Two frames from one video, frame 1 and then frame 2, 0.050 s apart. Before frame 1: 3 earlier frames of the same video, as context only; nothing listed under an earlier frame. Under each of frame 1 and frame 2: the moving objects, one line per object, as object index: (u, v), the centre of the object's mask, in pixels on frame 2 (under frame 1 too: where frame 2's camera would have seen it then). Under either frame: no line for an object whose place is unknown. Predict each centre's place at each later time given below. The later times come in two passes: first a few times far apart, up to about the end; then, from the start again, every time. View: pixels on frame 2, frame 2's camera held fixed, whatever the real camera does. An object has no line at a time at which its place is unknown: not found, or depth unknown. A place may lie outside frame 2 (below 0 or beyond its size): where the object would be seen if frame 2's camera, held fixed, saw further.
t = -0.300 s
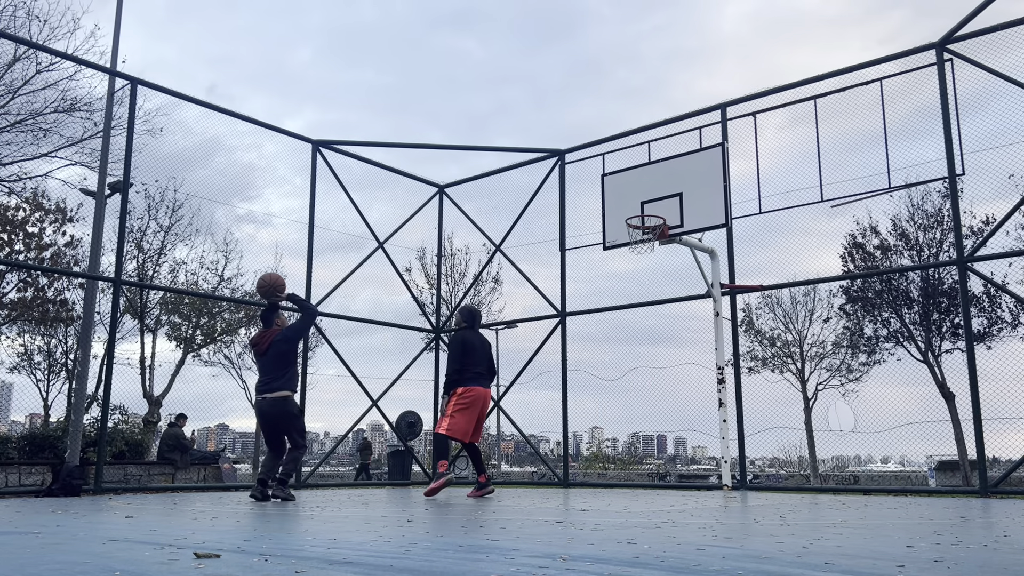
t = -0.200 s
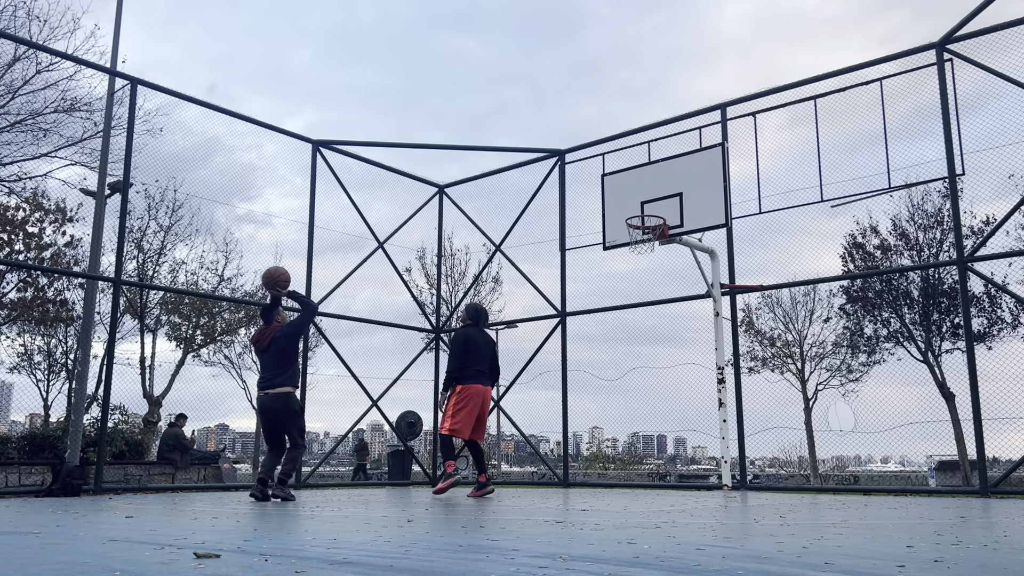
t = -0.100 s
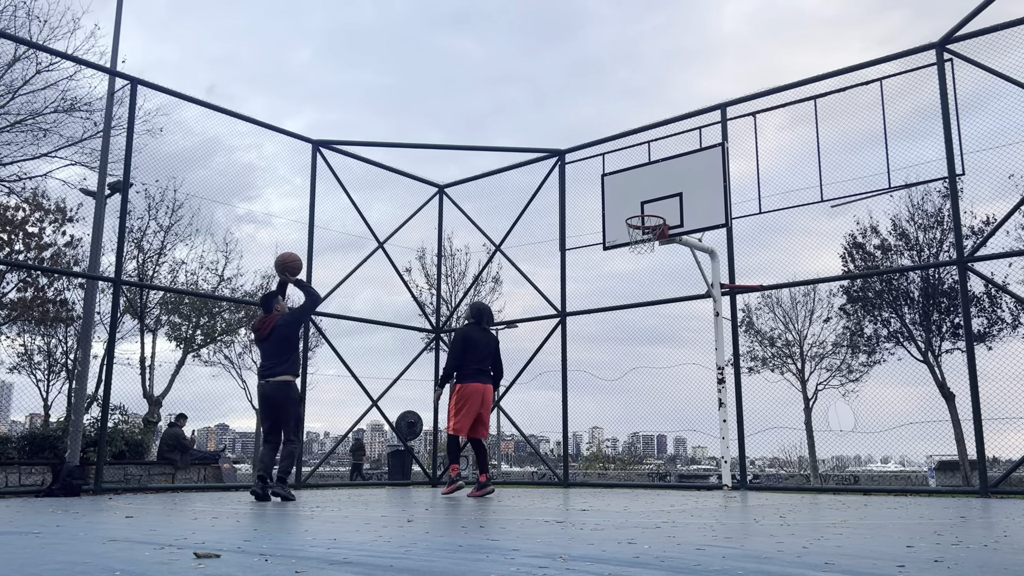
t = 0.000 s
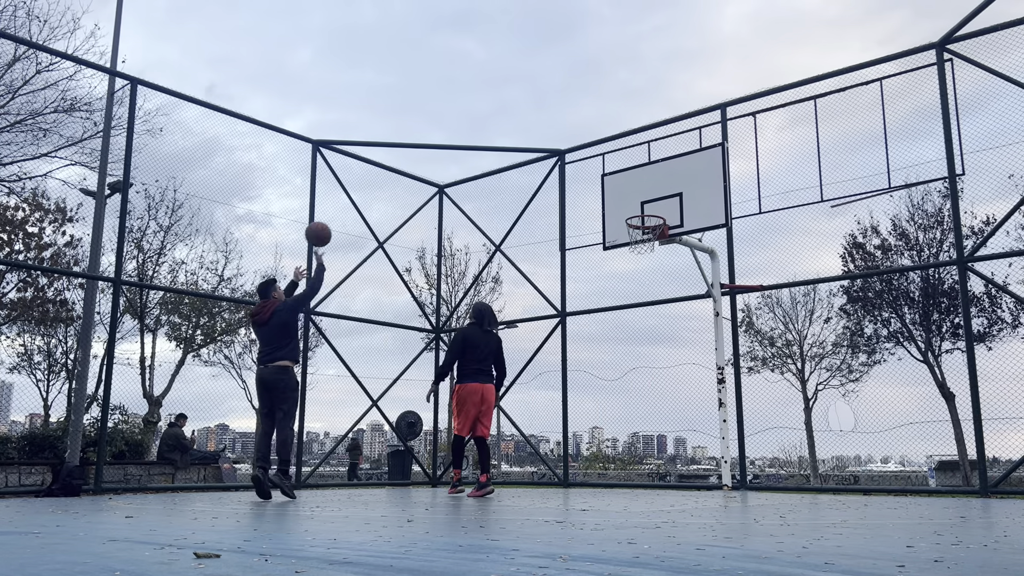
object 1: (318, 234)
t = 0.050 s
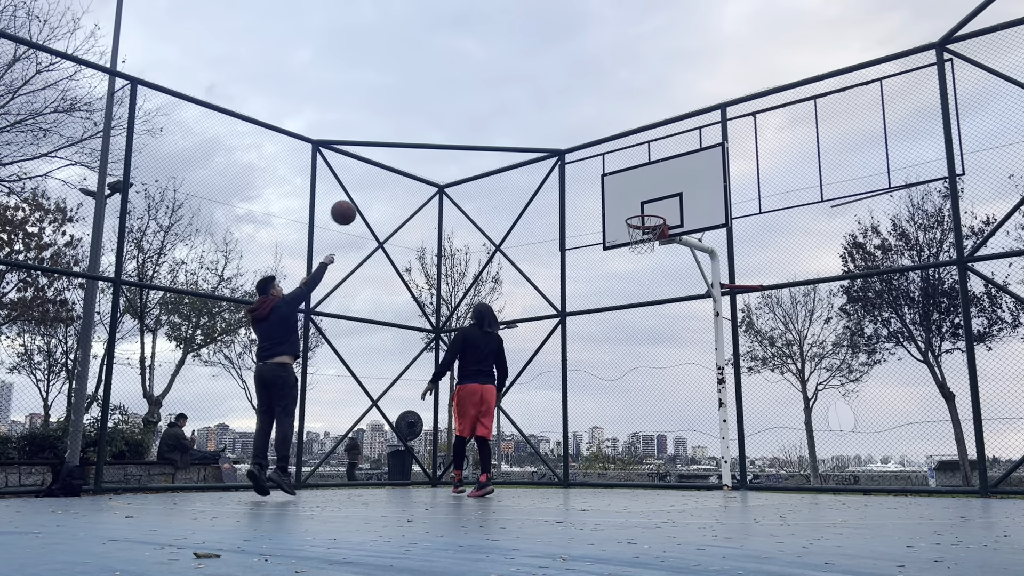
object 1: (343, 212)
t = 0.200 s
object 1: (411, 167)
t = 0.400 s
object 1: (487, 143)
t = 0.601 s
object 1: (552, 153)
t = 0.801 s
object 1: (611, 192)
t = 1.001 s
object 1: (642, 205)
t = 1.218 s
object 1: (648, 208)
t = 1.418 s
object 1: (637, 232)
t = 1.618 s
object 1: (635, 265)
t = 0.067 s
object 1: (351, 206)
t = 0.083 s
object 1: (360, 200)
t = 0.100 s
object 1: (367, 194)
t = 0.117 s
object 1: (375, 189)
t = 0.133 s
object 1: (383, 184)
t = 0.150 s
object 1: (390, 179)
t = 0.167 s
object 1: (397, 175)
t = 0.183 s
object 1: (404, 171)
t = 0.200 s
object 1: (411, 167)
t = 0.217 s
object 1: (418, 164)
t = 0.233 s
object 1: (425, 161)
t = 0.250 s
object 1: (432, 157)
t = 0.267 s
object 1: (438, 155)
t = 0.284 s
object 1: (445, 152)
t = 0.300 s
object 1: (451, 151)
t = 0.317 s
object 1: (457, 149)
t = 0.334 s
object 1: (463, 147)
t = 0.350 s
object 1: (469, 146)
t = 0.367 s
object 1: (475, 145)
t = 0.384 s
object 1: (481, 144)
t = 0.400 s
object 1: (487, 143)
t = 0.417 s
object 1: (493, 143)
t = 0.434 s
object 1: (499, 143)
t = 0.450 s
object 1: (504, 143)
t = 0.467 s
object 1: (510, 143)
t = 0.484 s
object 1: (515, 144)
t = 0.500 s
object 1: (521, 145)
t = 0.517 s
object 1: (526, 146)
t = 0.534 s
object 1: (532, 147)
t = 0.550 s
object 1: (537, 148)
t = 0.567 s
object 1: (542, 149)
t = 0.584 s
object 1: (547, 152)
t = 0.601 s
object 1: (552, 153)
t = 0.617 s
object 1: (557, 156)
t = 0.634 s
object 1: (562, 158)
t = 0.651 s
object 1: (568, 160)
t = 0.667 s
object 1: (572, 163)
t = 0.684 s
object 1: (577, 166)
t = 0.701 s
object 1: (582, 170)
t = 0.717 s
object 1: (587, 173)
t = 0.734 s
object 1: (592, 176)
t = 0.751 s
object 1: (596, 180)
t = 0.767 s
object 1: (601, 184)
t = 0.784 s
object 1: (606, 188)
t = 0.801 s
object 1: (611, 192)
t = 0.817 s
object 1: (615, 197)
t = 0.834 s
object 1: (620, 201)
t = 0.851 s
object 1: (624, 206)
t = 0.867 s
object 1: (628, 209)
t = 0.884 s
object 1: (629, 209)
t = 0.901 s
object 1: (631, 207)
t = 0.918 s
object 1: (633, 206)
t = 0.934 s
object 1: (635, 206)
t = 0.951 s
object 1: (636, 205)
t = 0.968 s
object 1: (638, 205)
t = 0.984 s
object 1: (640, 205)
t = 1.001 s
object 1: (642, 205)
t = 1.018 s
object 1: (644, 205)
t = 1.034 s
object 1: (645, 205)
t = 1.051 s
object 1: (647, 206)
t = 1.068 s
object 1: (649, 206)
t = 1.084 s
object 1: (651, 207)
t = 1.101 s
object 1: (652, 208)
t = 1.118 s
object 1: (654, 208)
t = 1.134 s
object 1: (653, 208)
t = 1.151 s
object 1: (652, 208)
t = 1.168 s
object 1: (651, 207)
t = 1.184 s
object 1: (650, 208)
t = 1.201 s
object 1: (649, 208)
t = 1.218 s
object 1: (648, 208)
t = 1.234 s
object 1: (647, 209)
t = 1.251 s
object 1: (646, 210)
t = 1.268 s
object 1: (645, 212)
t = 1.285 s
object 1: (644, 214)
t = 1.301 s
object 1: (643, 216)
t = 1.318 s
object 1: (641, 218)
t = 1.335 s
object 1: (640, 220)
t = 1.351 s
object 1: (640, 222)
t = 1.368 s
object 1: (639, 225)
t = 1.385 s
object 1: (638, 227)
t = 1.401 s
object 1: (637, 229)
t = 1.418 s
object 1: (637, 232)
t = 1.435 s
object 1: (636, 234)
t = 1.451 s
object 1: (636, 235)
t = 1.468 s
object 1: (636, 237)
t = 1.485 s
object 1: (636, 239)
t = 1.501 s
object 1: (636, 242)
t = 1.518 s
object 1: (636, 244)
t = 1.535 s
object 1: (636, 247)
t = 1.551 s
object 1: (635, 250)
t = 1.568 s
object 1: (635, 253)
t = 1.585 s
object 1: (635, 257)
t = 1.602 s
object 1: (635, 261)
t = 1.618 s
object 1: (635, 265)
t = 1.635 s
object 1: (635, 269)
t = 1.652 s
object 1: (635, 273)
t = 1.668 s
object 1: (635, 278)
